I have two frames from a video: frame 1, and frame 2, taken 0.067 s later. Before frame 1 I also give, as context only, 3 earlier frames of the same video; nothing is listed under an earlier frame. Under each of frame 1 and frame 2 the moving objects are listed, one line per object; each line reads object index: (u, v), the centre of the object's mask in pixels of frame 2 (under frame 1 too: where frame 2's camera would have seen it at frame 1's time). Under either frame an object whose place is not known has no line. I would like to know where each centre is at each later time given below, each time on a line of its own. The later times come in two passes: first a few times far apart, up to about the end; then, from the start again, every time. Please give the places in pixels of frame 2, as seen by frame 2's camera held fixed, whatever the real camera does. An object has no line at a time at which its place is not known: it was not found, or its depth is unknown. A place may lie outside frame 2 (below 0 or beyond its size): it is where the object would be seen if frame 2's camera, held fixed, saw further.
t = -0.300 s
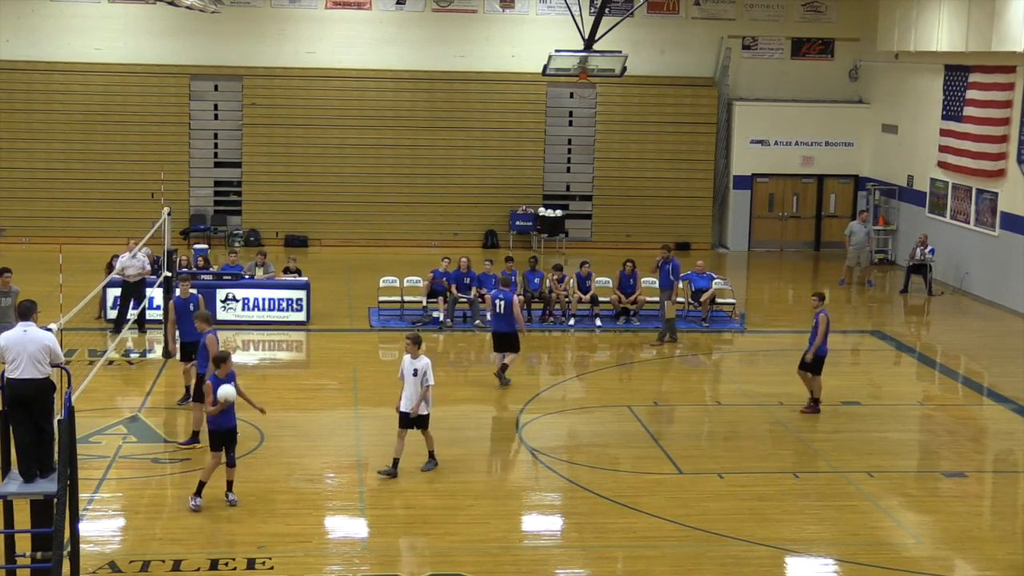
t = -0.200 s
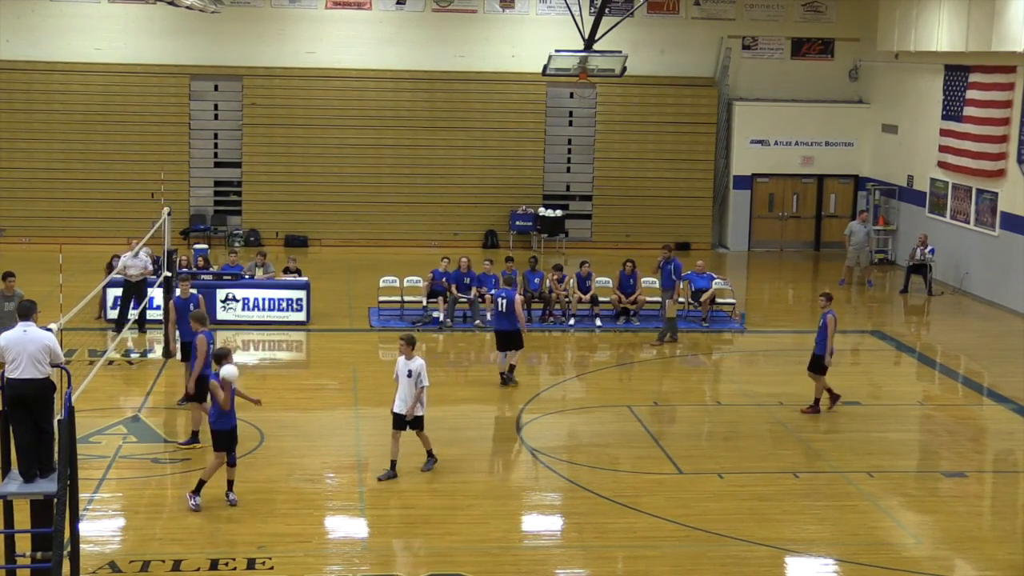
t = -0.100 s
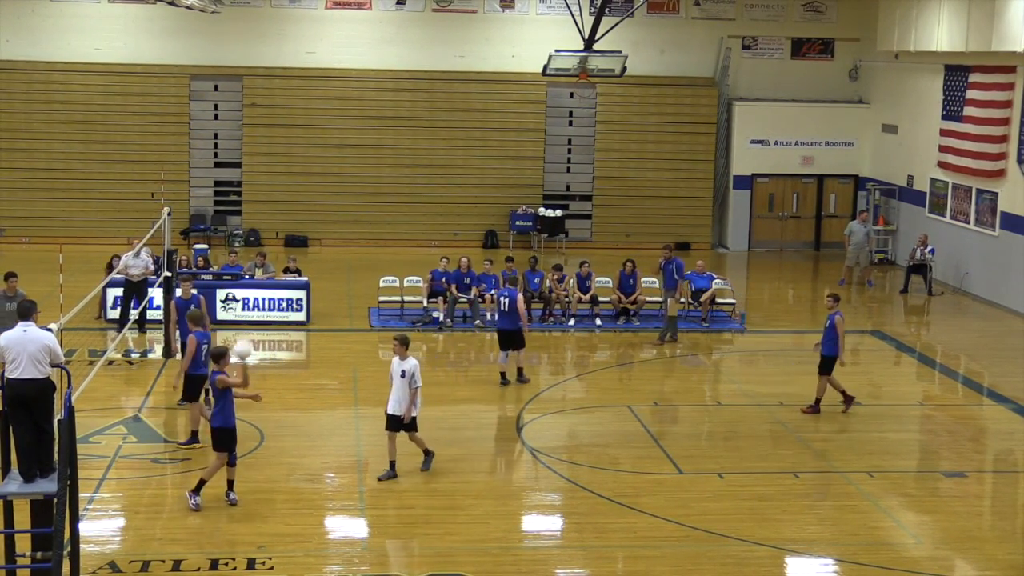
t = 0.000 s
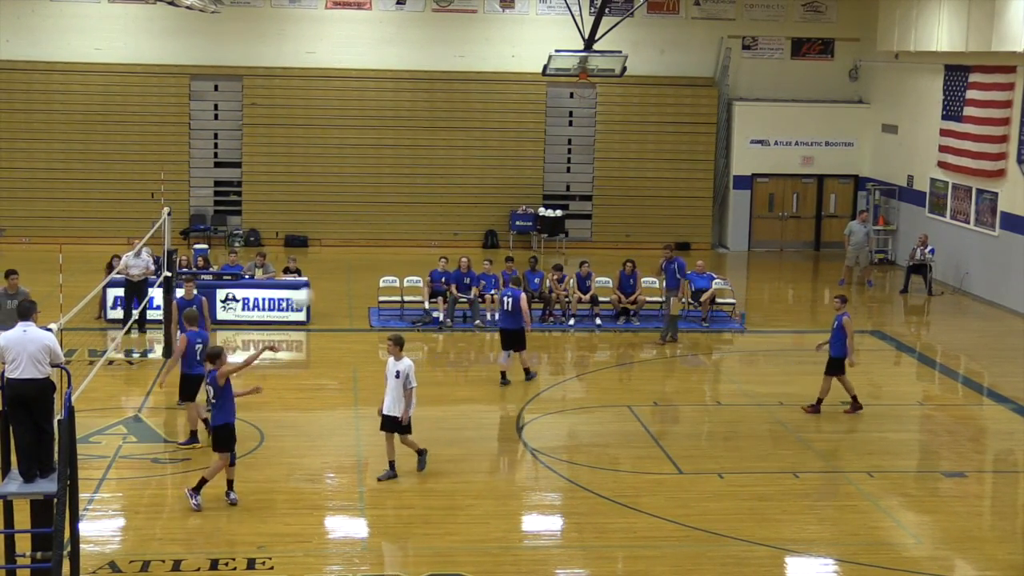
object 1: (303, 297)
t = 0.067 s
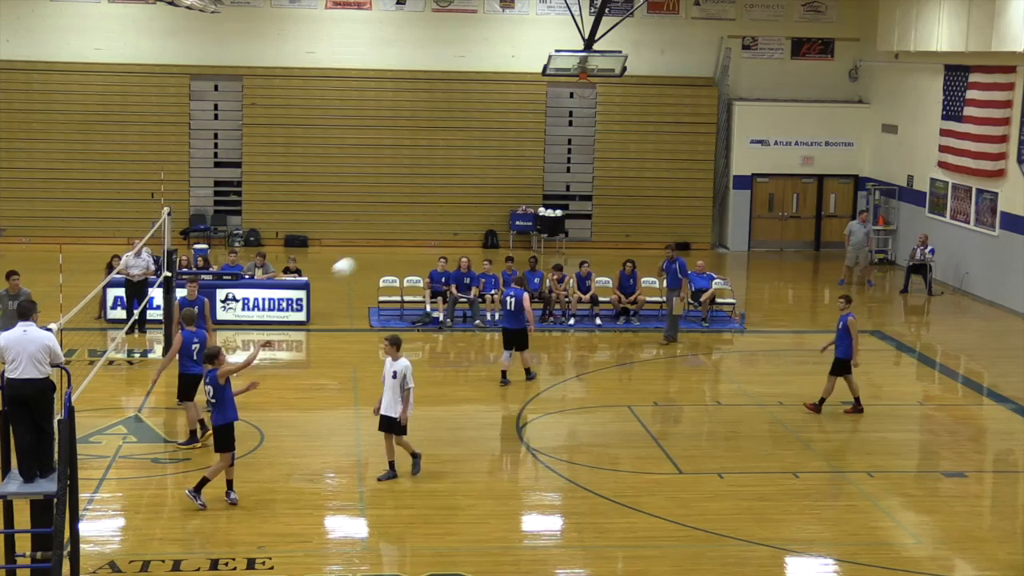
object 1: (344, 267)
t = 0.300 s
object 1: (480, 196)
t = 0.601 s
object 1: (626, 177)
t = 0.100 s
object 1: (364, 253)
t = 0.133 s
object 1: (385, 241)
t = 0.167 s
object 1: (404, 230)
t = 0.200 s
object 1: (423, 221)
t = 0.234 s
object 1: (442, 212)
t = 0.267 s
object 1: (461, 204)
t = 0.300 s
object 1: (480, 196)
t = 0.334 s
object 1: (498, 190)
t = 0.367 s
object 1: (515, 186)
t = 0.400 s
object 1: (532, 182)
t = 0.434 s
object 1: (549, 180)
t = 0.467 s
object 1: (564, 177)
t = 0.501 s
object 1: (580, 175)
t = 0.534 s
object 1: (596, 175)
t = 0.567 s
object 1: (611, 175)
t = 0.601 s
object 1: (626, 177)
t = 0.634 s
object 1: (641, 179)
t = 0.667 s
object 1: (655, 182)
